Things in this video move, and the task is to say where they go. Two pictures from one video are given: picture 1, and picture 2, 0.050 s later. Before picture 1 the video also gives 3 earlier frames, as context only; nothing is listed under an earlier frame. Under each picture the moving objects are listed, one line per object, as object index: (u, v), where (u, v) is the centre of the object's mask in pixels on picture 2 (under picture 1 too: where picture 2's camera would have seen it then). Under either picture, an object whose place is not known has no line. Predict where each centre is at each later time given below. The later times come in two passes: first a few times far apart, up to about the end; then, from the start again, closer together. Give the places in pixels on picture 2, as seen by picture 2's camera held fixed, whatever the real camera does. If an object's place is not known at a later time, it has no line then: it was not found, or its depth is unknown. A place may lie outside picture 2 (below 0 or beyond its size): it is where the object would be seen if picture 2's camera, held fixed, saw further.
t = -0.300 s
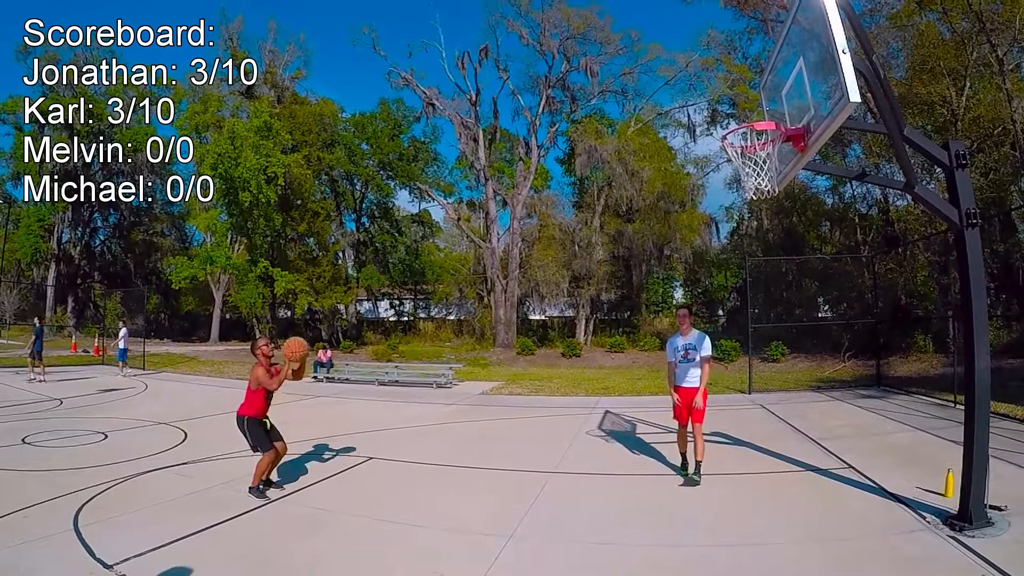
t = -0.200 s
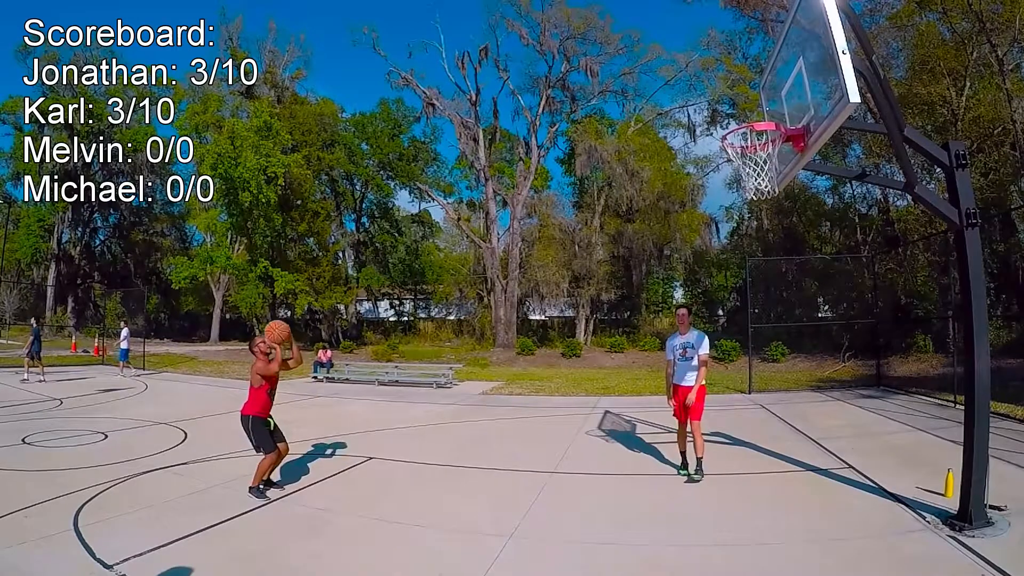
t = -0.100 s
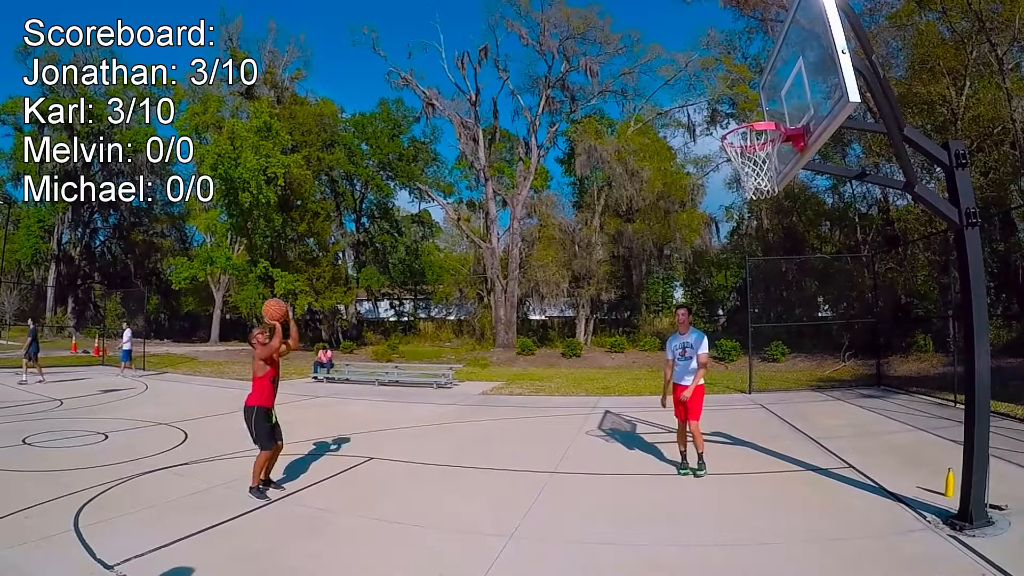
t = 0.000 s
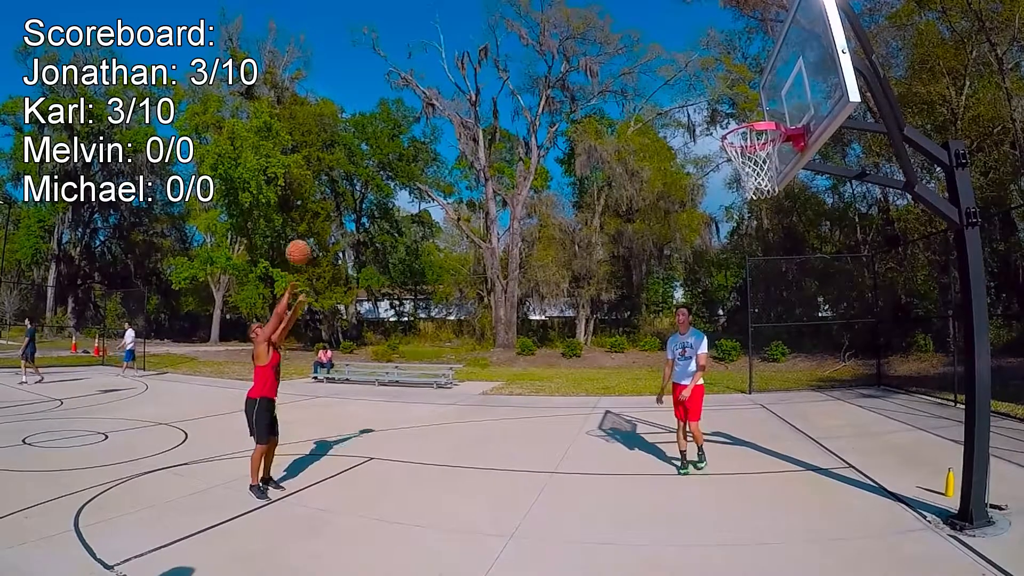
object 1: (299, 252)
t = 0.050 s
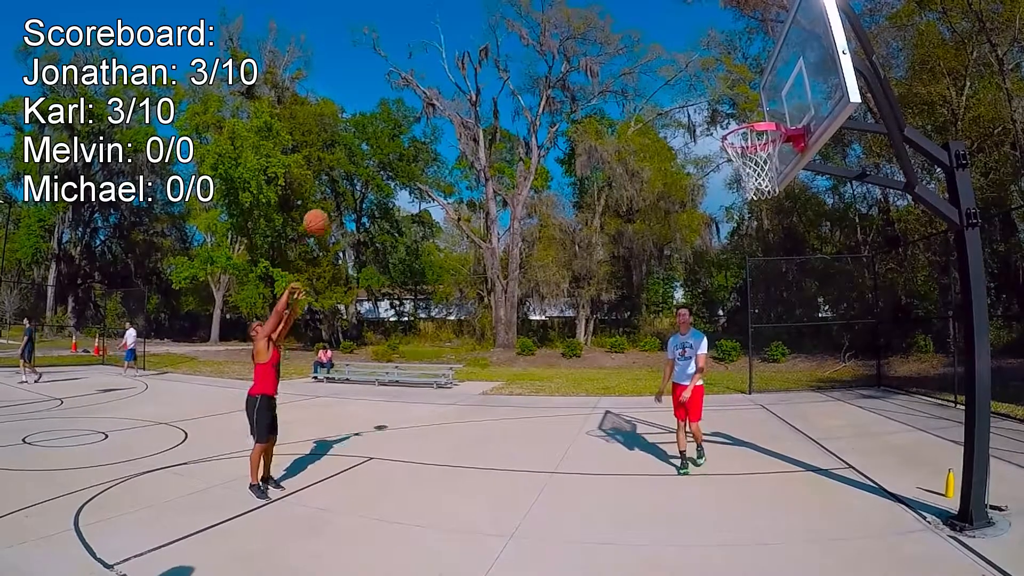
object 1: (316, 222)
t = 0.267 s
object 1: (400, 117)
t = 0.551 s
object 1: (520, 47)
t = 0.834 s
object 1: (654, 63)
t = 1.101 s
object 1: (781, 160)
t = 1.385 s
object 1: (800, 271)
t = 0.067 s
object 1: (322, 212)
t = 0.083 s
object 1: (328, 203)
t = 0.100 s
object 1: (334, 194)
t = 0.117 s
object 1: (340, 184)
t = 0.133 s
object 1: (347, 176)
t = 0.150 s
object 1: (353, 168)
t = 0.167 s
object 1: (360, 160)
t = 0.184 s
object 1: (367, 152)
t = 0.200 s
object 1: (373, 144)
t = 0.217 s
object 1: (380, 137)
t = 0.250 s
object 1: (393, 123)
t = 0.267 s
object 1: (400, 117)
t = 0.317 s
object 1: (421, 98)
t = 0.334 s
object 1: (427, 93)
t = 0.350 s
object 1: (434, 88)
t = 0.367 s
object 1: (441, 83)
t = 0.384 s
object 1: (448, 78)
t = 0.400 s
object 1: (455, 74)
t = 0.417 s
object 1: (463, 70)
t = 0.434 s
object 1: (469, 66)
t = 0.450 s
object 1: (476, 62)
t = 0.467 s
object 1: (483, 59)
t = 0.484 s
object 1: (490, 56)
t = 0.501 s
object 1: (497, 53)
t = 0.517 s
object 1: (504, 52)
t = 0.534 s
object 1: (512, 49)
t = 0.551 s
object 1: (520, 47)
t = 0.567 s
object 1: (527, 46)
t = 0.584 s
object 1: (534, 44)
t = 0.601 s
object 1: (542, 44)
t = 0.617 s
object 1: (549, 43)
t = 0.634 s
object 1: (557, 42)
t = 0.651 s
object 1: (565, 42)
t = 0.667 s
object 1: (573, 43)
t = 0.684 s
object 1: (580, 43)
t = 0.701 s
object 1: (588, 44)
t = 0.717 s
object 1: (597, 46)
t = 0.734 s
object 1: (604, 46)
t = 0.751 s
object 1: (612, 49)
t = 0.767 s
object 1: (621, 51)
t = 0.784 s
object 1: (629, 53)
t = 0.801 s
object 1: (638, 56)
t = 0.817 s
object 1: (646, 59)
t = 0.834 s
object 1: (654, 63)
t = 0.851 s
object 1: (663, 67)
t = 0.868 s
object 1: (672, 71)
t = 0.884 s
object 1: (681, 76)
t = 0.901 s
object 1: (691, 81)
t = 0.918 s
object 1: (699, 86)
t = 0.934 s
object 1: (708, 93)
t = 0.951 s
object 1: (718, 99)
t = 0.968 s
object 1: (728, 106)
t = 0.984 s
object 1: (737, 113)
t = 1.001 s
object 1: (745, 118)
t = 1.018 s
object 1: (754, 119)
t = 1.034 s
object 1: (764, 142)
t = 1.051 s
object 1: (774, 145)
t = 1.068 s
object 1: (779, 151)
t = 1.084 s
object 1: (776, 157)
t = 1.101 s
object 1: (781, 160)
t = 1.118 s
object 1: (779, 181)
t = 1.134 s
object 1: (783, 178)
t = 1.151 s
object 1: (784, 177)
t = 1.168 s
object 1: (784, 180)
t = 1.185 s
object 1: (786, 184)
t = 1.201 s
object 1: (787, 190)
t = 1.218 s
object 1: (790, 196)
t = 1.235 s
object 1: (790, 201)
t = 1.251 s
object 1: (790, 207)
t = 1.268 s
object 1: (792, 214)
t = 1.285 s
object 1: (793, 222)
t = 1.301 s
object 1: (795, 229)
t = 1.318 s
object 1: (796, 236)
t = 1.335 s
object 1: (796, 244)
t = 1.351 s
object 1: (798, 253)
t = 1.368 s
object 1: (799, 261)
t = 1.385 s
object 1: (800, 271)
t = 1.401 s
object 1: (801, 280)
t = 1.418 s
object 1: (802, 290)
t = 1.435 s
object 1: (803, 300)
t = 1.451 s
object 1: (804, 310)
